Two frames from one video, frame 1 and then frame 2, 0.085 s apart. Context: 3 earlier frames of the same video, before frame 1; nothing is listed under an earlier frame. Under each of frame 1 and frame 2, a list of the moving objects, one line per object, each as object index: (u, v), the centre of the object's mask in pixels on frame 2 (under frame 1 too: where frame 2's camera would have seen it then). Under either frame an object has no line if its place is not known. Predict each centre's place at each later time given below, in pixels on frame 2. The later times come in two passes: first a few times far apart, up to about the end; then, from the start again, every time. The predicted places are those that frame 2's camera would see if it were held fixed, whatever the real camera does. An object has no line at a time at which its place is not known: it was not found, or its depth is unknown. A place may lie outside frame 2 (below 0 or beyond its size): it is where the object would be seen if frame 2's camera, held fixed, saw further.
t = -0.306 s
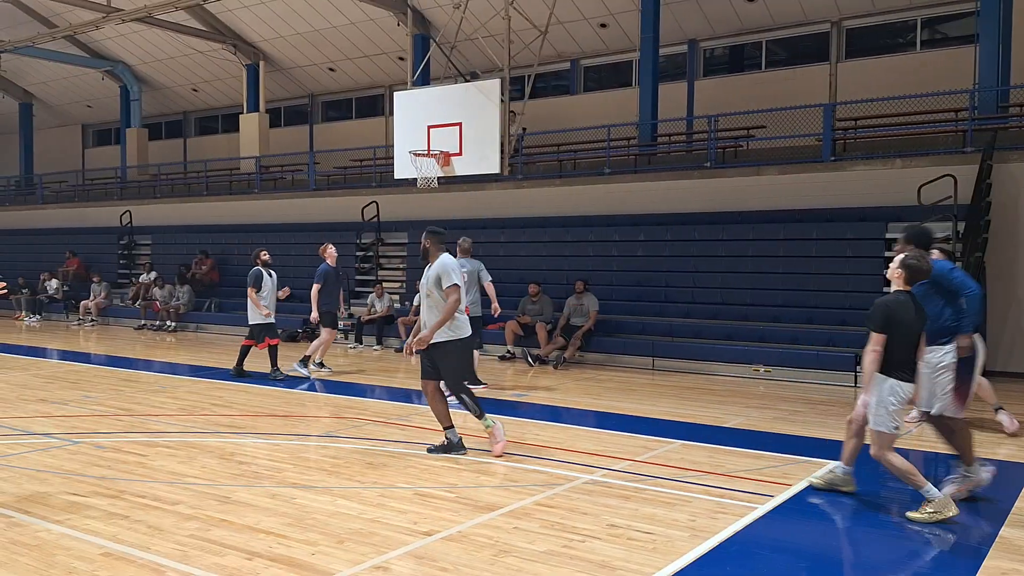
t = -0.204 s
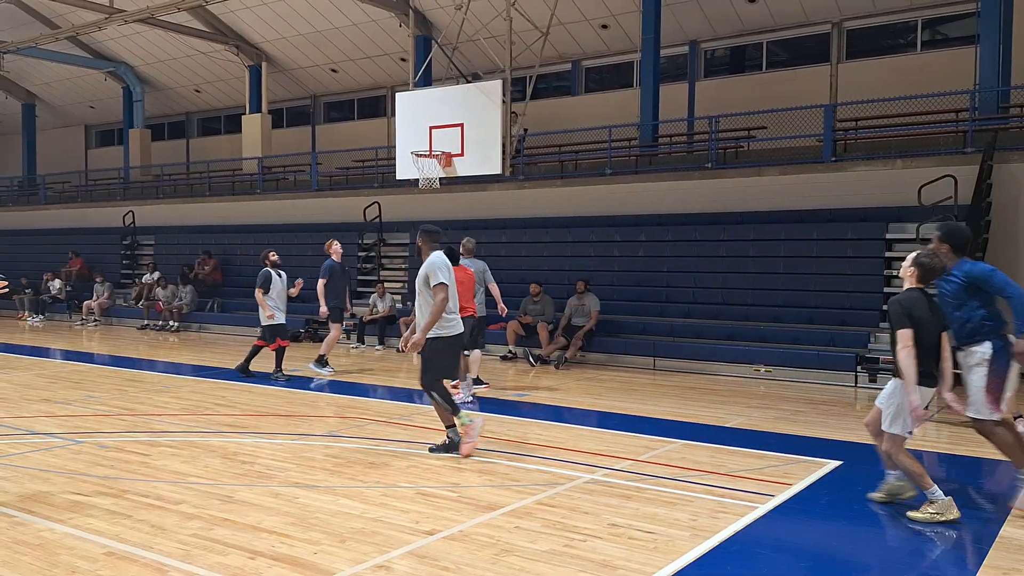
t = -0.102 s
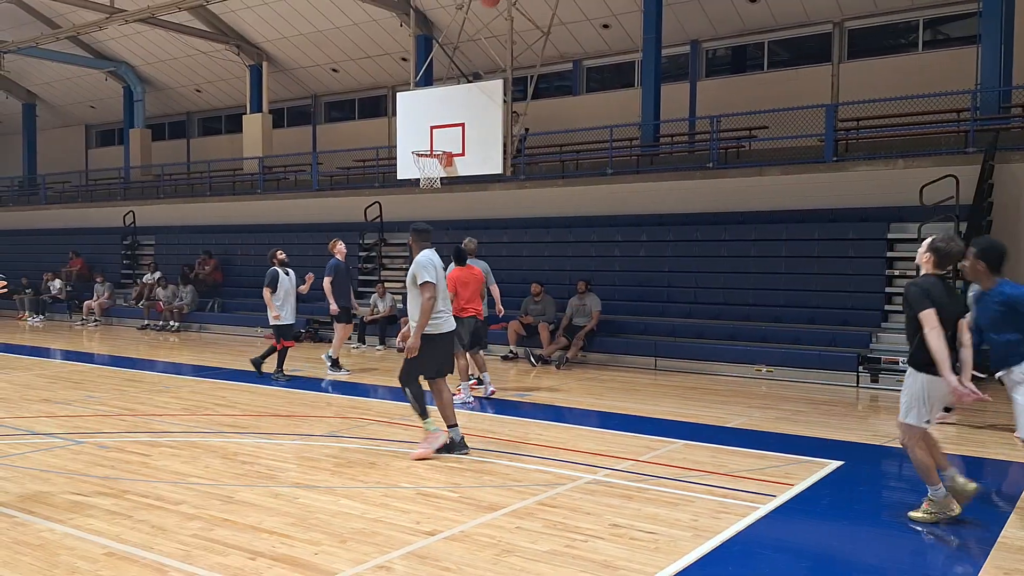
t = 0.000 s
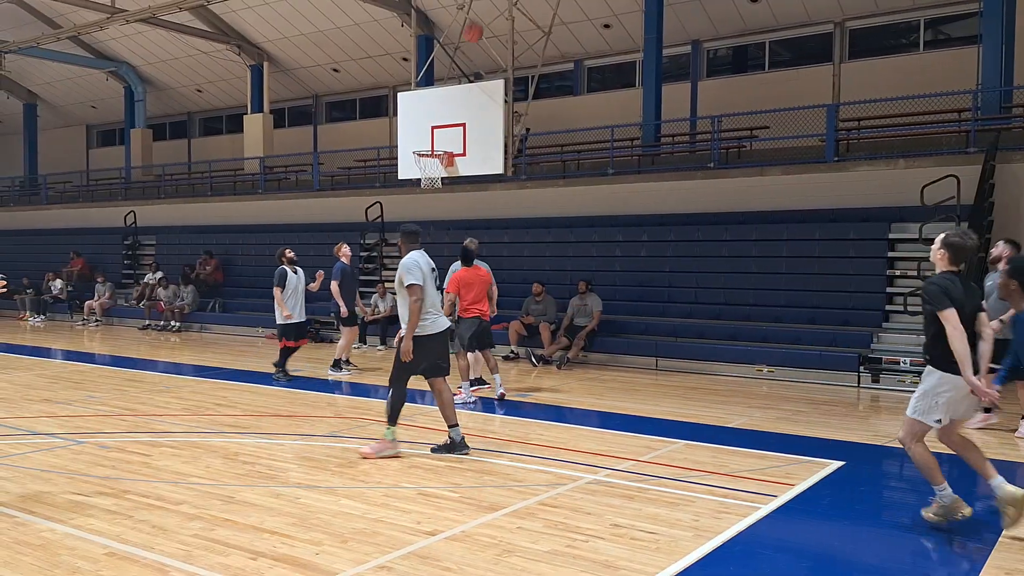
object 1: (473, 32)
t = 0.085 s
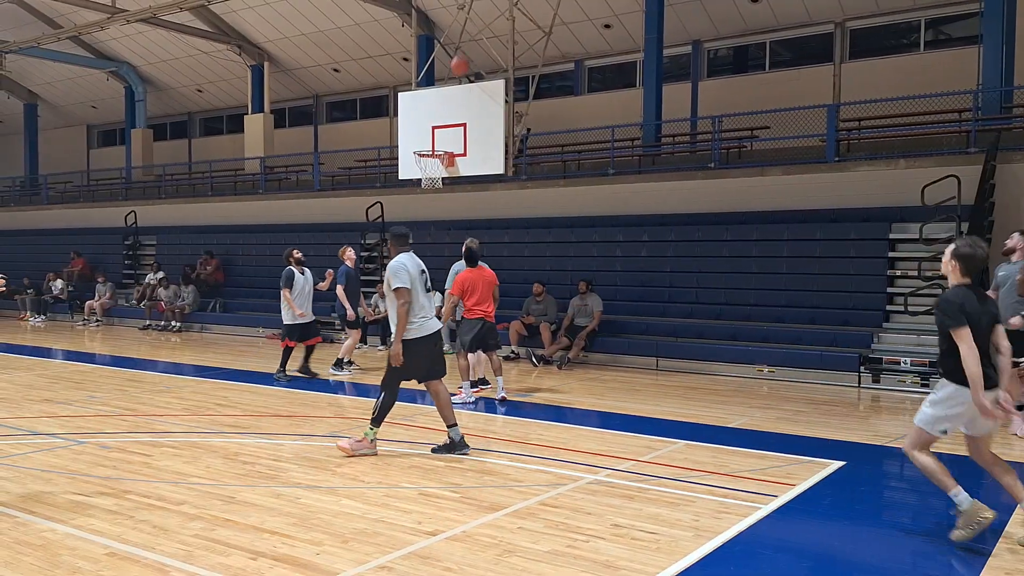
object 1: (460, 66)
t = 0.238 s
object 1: (438, 133)
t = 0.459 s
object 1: (435, 96)
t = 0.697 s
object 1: (436, 70)
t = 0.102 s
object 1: (457, 73)
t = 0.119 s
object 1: (455, 78)
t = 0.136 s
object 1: (452, 85)
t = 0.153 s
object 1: (450, 94)
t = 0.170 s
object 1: (447, 102)
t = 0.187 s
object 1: (445, 109)
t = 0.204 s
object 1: (443, 116)
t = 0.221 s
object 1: (440, 124)
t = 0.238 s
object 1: (438, 133)
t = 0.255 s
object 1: (435, 141)
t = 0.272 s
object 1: (434, 143)
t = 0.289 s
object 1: (434, 139)
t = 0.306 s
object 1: (434, 133)
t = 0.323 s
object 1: (434, 128)
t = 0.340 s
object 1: (434, 124)
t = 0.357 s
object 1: (435, 119)
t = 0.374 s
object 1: (434, 115)
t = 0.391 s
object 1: (434, 111)
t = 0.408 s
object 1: (434, 107)
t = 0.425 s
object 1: (434, 103)
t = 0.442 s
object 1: (434, 99)
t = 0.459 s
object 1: (435, 96)
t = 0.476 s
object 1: (434, 92)
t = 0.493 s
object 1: (435, 89)
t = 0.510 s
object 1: (435, 86)
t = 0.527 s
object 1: (435, 83)
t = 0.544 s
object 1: (435, 81)
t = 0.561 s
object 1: (435, 79)
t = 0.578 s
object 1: (435, 78)
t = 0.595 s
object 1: (435, 76)
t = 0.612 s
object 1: (435, 74)
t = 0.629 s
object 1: (435, 74)
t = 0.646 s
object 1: (436, 72)
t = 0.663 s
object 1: (436, 71)
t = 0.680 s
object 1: (436, 70)
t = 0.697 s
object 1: (436, 70)
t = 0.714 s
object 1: (436, 70)
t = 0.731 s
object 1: (436, 70)
